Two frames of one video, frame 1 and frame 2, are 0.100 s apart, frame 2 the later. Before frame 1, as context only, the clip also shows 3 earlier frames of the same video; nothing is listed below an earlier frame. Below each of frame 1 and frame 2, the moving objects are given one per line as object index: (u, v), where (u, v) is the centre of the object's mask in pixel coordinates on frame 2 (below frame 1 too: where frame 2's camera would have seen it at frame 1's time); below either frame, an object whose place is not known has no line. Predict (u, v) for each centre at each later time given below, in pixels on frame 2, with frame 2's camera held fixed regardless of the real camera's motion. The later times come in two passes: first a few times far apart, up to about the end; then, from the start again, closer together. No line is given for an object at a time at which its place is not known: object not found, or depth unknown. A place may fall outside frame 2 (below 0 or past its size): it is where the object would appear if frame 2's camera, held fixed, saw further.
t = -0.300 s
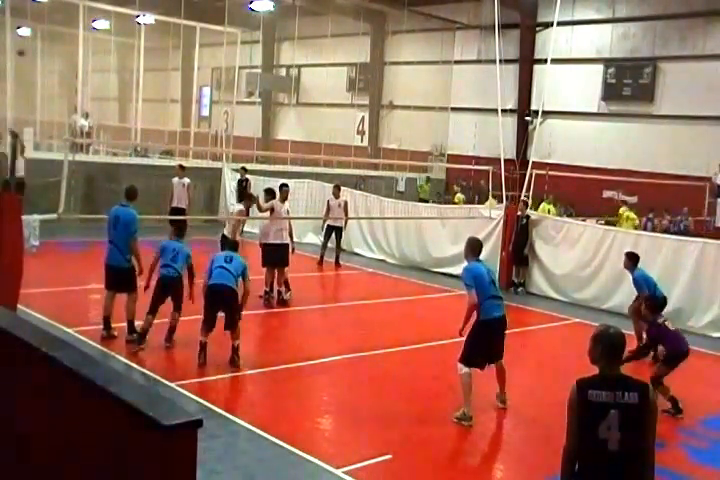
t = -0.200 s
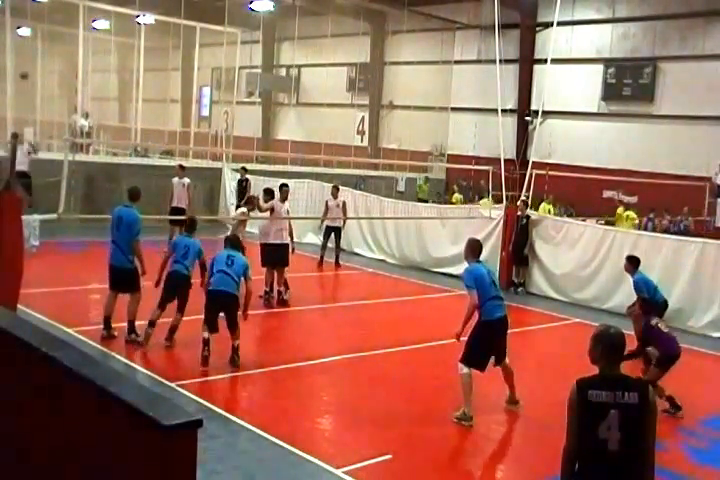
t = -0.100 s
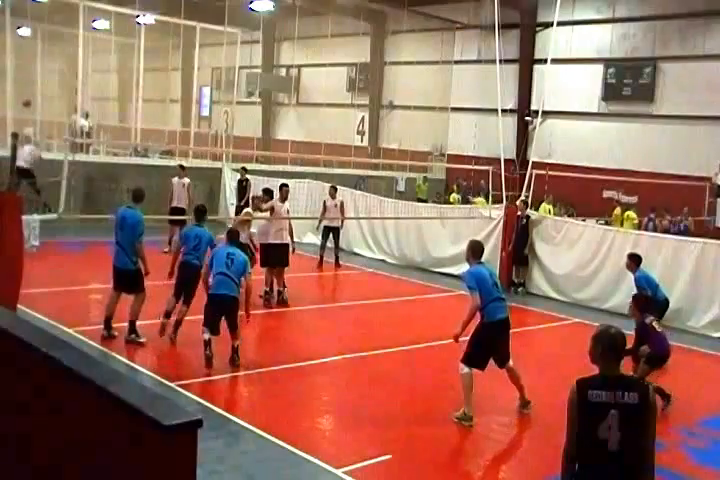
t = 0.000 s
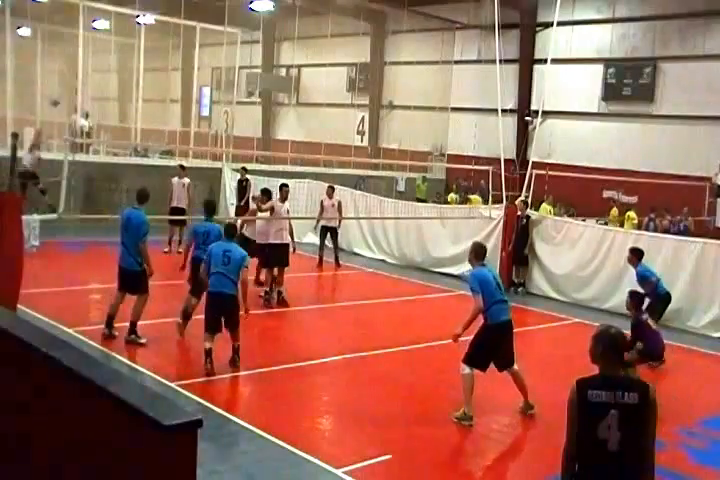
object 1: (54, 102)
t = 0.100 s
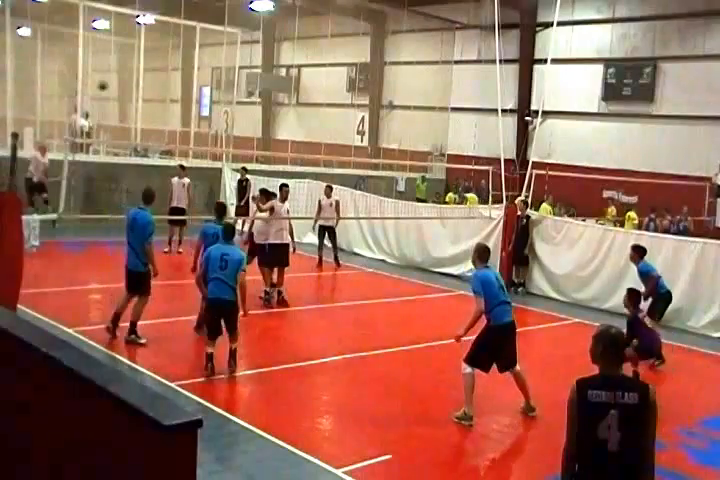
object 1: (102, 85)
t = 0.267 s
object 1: (193, 76)
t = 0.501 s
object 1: (352, 107)
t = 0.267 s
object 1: (193, 76)
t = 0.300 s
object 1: (213, 75)
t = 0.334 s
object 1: (235, 78)
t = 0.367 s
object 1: (256, 83)
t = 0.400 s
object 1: (279, 86)
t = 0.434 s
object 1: (304, 90)
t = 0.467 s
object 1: (328, 98)
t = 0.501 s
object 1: (352, 107)
